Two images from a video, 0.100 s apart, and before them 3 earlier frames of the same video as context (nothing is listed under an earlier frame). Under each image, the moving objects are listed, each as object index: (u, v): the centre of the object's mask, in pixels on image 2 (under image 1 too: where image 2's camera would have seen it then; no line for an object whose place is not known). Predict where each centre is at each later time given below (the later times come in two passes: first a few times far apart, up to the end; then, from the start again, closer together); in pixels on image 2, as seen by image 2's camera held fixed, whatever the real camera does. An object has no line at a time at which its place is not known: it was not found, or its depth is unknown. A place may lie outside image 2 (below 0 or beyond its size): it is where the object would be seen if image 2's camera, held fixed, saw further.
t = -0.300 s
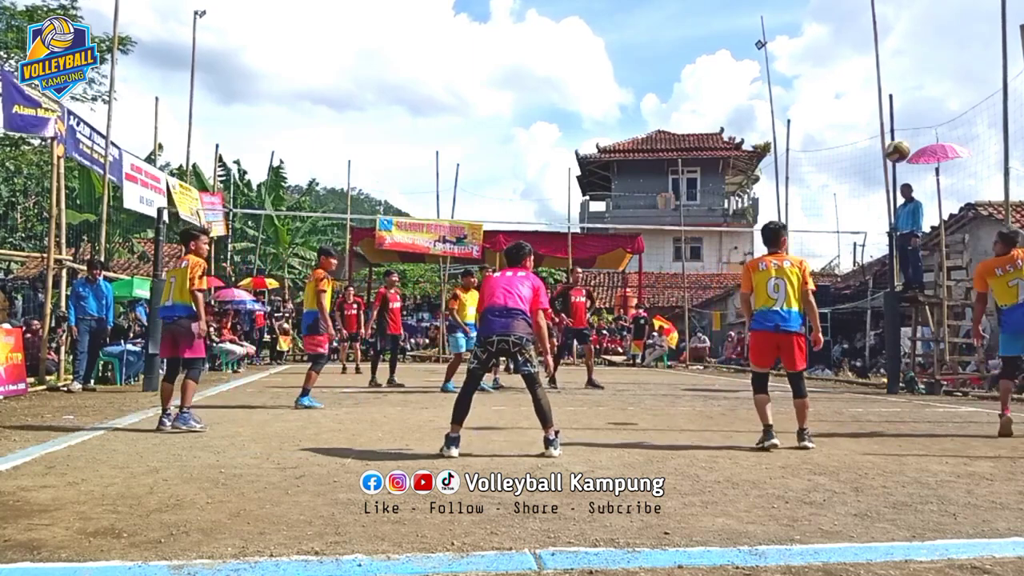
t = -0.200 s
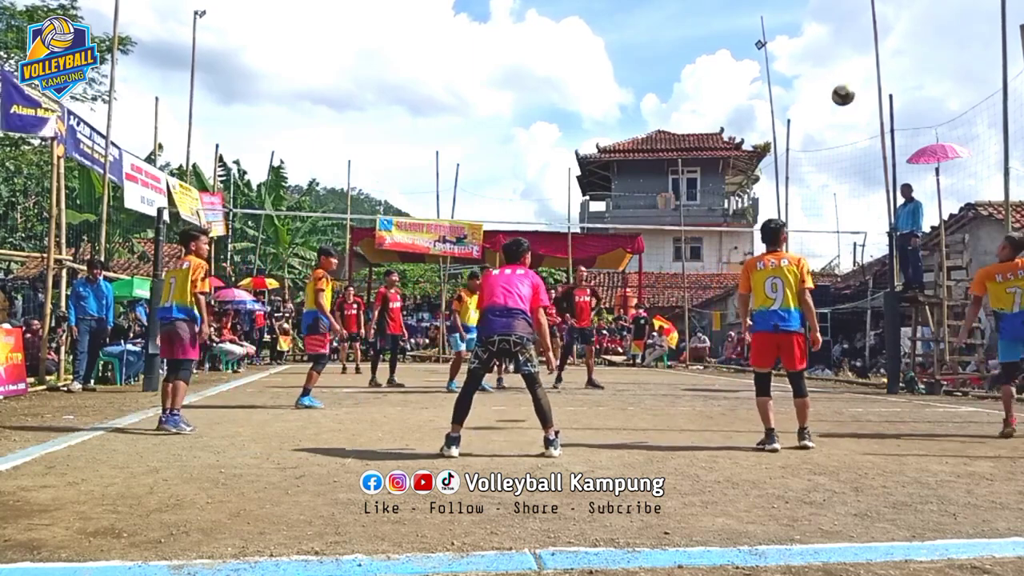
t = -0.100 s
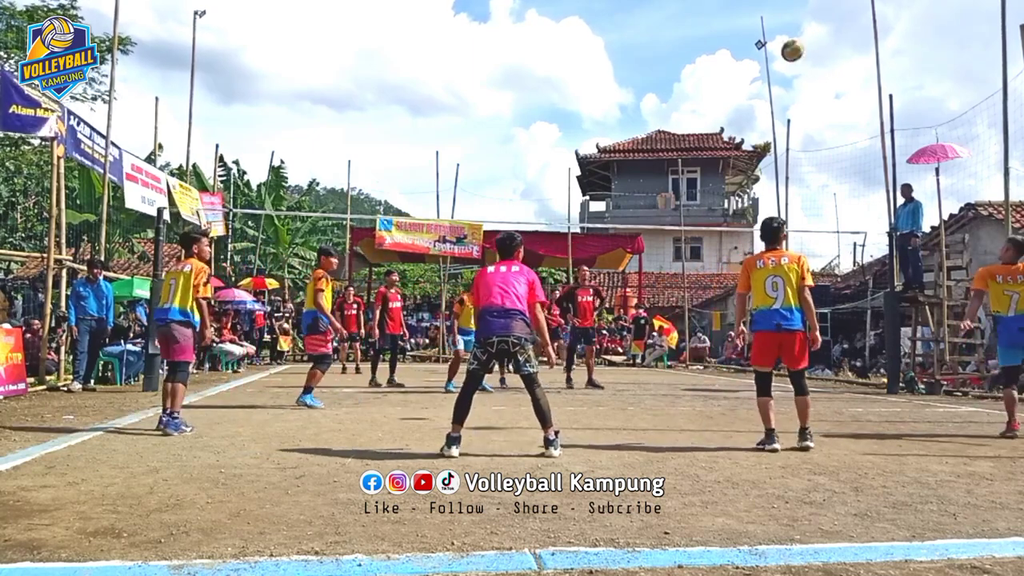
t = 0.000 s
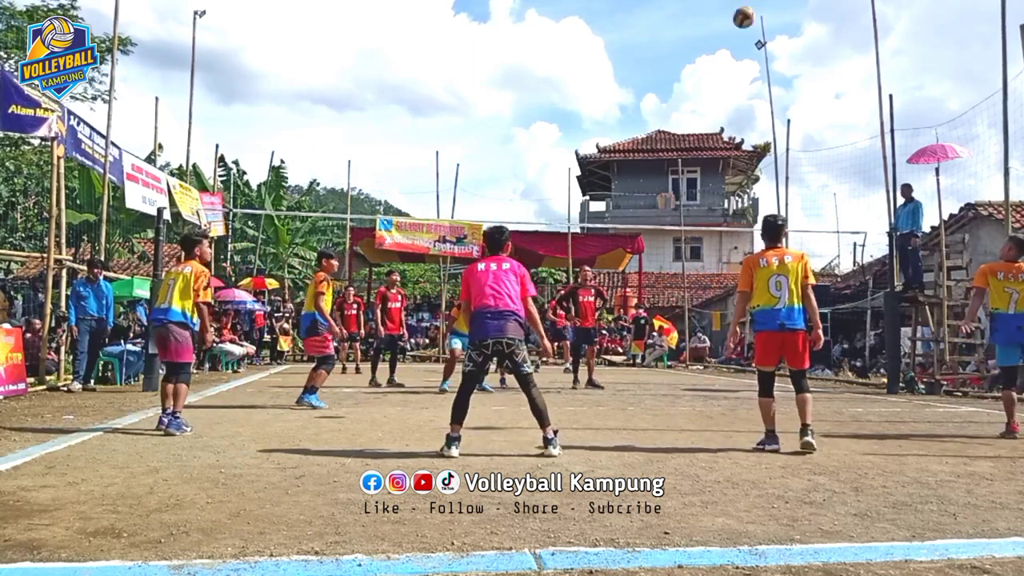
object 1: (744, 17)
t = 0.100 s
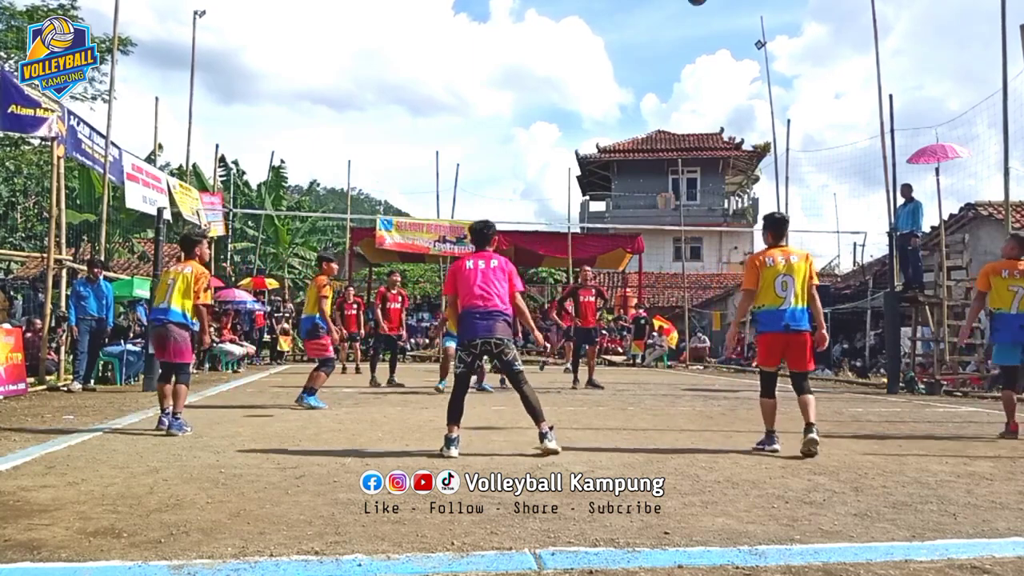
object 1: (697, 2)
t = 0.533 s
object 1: (513, 8)
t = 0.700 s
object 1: (445, 55)
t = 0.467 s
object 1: (539, 2)
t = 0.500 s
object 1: (526, 4)
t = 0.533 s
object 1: (513, 8)
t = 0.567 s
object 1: (498, 15)
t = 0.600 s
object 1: (485, 23)
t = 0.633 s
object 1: (471, 33)
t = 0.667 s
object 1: (458, 44)
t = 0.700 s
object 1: (445, 55)
